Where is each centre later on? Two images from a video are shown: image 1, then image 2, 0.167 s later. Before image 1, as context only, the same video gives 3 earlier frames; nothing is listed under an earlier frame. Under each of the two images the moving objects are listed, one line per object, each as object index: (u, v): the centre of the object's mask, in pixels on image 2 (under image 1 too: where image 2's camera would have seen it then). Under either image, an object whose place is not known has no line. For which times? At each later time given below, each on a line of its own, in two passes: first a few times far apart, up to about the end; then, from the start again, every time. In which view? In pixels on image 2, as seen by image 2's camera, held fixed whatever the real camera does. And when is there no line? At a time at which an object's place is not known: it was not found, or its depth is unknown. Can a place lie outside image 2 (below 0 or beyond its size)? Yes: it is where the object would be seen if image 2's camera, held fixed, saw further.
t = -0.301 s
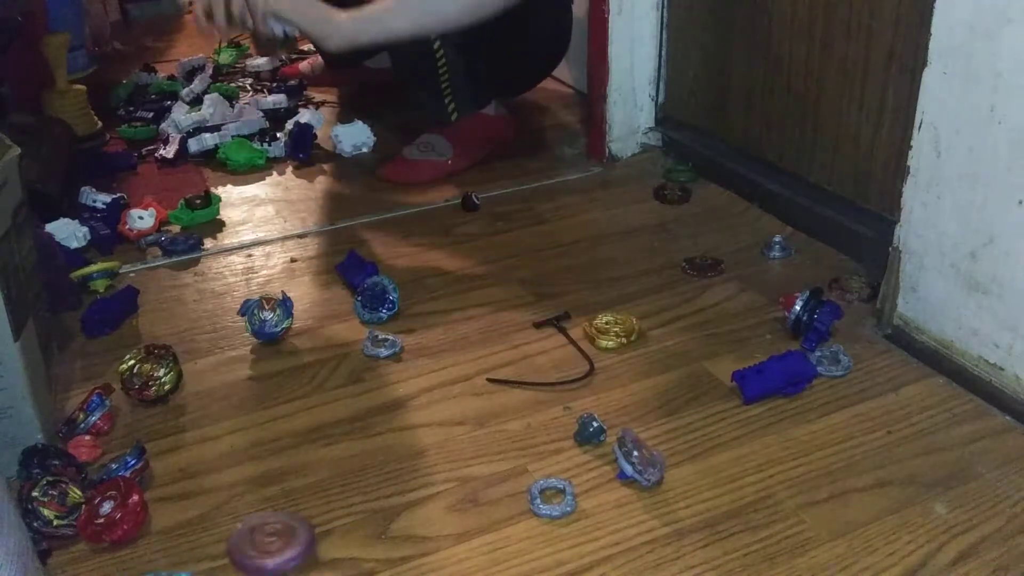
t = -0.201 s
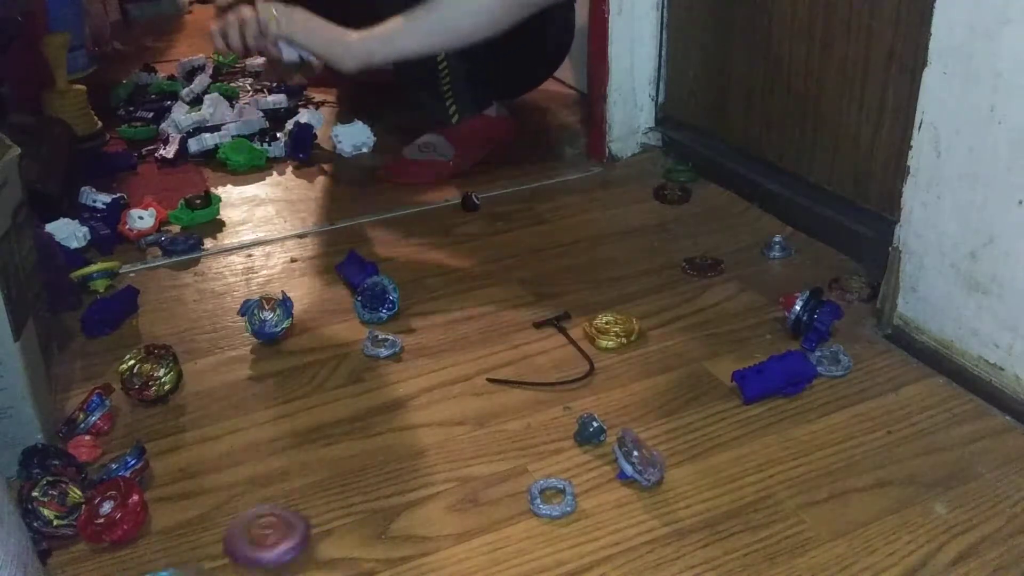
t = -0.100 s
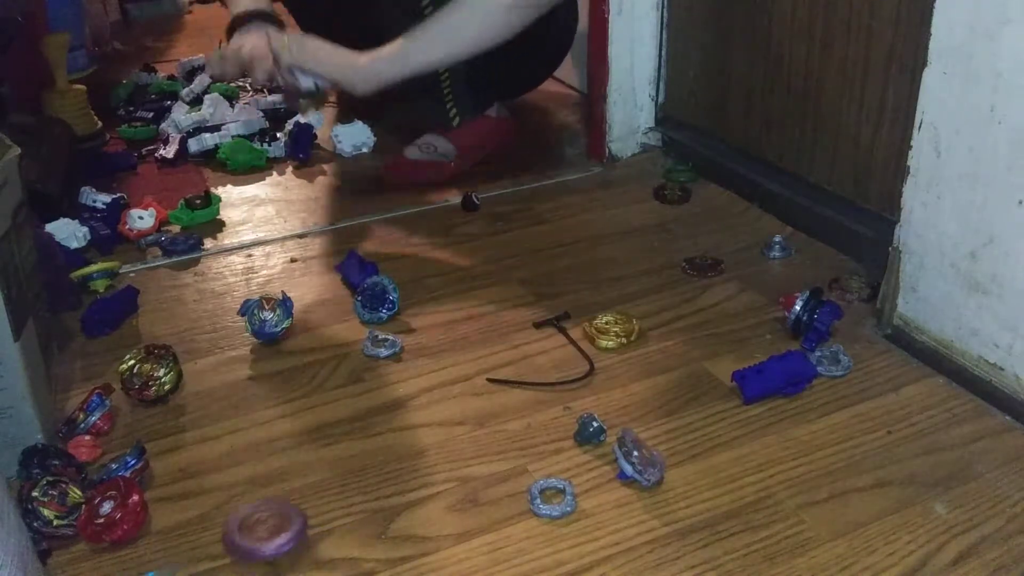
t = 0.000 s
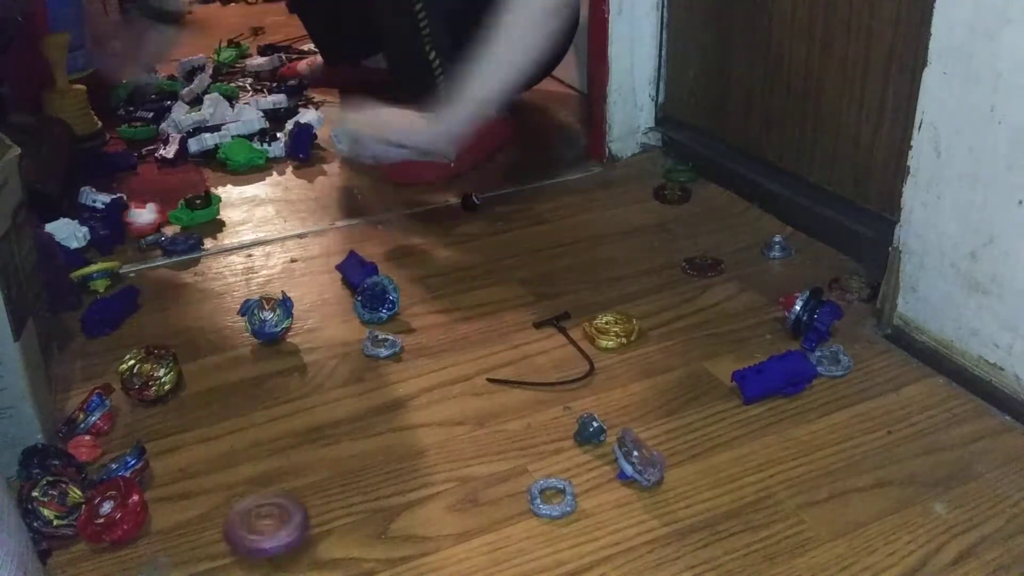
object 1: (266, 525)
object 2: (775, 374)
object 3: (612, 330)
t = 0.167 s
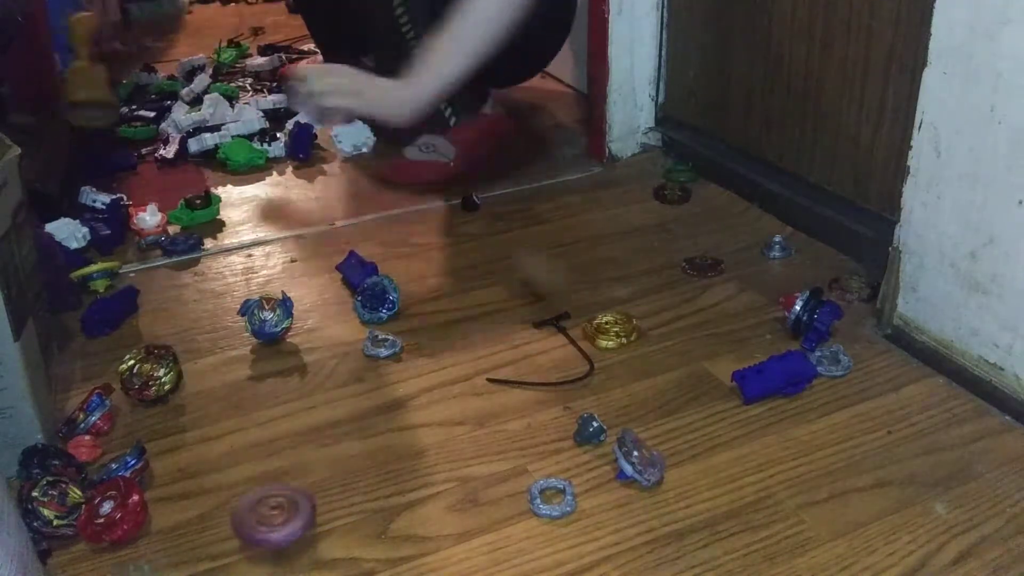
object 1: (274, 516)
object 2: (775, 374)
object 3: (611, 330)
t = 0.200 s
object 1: (276, 513)
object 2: (775, 374)
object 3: (611, 330)
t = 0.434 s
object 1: (290, 504)
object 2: (777, 373)
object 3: (651, 379)
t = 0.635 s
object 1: (303, 502)
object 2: (859, 428)
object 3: (647, 400)
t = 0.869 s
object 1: (304, 507)
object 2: (865, 454)
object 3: (647, 400)
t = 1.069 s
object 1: (299, 511)
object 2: (865, 479)
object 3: (647, 400)
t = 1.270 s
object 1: (284, 517)
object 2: (865, 479)
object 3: (647, 400)
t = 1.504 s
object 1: (262, 517)
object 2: (863, 483)
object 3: (647, 400)
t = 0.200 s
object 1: (276, 513)
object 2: (775, 374)
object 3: (611, 330)
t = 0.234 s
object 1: (278, 511)
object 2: (775, 374)
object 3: (616, 336)
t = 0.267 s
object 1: (280, 509)
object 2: (775, 373)
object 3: (632, 347)
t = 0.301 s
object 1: (280, 509)
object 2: (775, 374)
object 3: (647, 354)
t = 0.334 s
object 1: (283, 507)
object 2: (775, 374)
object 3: (649, 361)
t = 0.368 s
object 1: (285, 505)
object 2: (775, 374)
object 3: (652, 363)
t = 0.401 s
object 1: (289, 505)
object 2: (775, 374)
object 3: (651, 368)
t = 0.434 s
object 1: (290, 504)
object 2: (777, 373)
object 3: (651, 379)
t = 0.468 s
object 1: (293, 504)
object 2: (795, 383)
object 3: (649, 393)
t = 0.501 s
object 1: (295, 502)
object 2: (813, 399)
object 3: (649, 395)
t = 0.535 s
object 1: (297, 502)
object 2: (831, 412)
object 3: (648, 399)
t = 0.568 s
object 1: (298, 502)
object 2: (844, 420)
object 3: (647, 400)
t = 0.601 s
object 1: (300, 502)
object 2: (853, 425)
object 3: (647, 400)
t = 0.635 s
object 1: (303, 502)
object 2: (859, 428)
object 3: (647, 400)
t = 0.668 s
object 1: (303, 503)
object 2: (861, 428)
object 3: (647, 400)
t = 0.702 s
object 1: (303, 504)
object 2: (860, 428)
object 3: (647, 400)
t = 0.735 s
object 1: (302, 504)
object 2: (859, 428)
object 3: (647, 400)
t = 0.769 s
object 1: (303, 505)
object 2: (860, 429)
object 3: (647, 400)
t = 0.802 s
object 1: (303, 505)
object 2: (865, 433)
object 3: (647, 400)
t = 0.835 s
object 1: (304, 506)
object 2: (866, 442)
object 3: (647, 400)
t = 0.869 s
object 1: (304, 507)
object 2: (865, 454)
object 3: (647, 400)
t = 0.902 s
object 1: (304, 507)
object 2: (864, 463)
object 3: (647, 400)
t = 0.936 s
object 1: (303, 507)
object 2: (862, 471)
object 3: (647, 400)
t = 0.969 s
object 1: (303, 507)
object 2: (863, 475)
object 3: (647, 400)
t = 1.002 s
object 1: (302, 507)
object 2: (864, 478)
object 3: (647, 400)
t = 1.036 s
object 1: (301, 510)
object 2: (865, 479)
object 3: (647, 400)
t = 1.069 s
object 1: (299, 511)
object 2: (865, 479)
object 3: (647, 400)
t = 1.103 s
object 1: (297, 513)
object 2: (865, 479)
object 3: (647, 400)
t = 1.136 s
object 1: (295, 513)
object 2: (865, 479)
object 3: (647, 400)
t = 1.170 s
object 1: (292, 512)
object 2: (865, 479)
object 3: (647, 400)
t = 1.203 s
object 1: (290, 515)
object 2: (865, 479)
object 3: (647, 400)
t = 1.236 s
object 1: (287, 516)
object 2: (865, 479)
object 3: (647, 400)
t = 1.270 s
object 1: (284, 517)
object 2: (865, 479)
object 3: (647, 400)
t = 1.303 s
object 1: (281, 518)
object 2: (865, 479)
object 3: (647, 400)
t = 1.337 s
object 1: (280, 518)
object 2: (865, 479)
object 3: (647, 400)
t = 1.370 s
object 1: (276, 518)
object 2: (865, 479)
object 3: (647, 400)
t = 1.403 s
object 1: (273, 517)
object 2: (865, 479)
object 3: (647, 400)
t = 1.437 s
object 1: (270, 519)
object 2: (865, 479)
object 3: (647, 400)
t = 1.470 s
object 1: (267, 518)
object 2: (864, 482)
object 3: (647, 400)
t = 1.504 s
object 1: (262, 517)
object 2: (863, 483)
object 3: (647, 400)
